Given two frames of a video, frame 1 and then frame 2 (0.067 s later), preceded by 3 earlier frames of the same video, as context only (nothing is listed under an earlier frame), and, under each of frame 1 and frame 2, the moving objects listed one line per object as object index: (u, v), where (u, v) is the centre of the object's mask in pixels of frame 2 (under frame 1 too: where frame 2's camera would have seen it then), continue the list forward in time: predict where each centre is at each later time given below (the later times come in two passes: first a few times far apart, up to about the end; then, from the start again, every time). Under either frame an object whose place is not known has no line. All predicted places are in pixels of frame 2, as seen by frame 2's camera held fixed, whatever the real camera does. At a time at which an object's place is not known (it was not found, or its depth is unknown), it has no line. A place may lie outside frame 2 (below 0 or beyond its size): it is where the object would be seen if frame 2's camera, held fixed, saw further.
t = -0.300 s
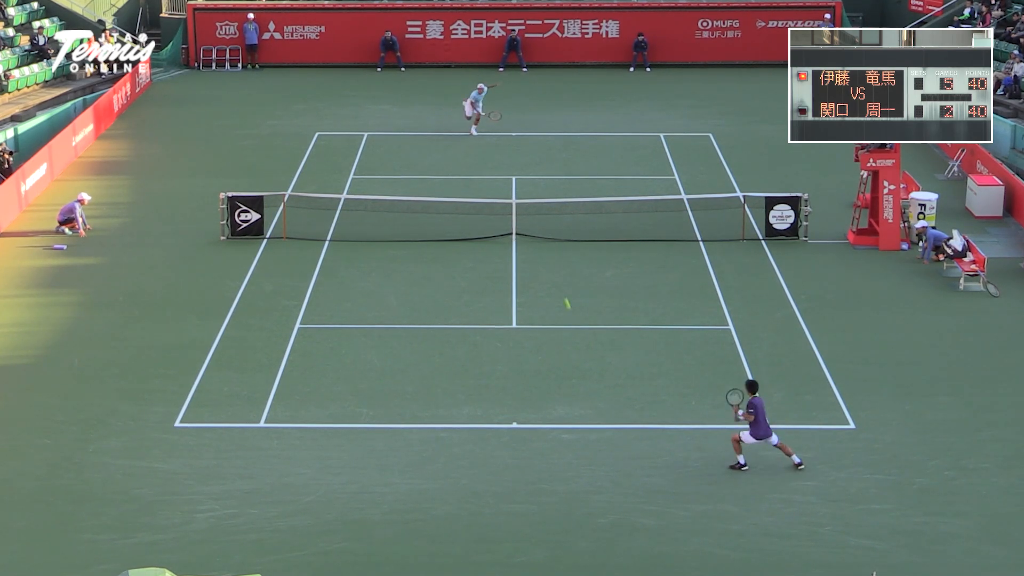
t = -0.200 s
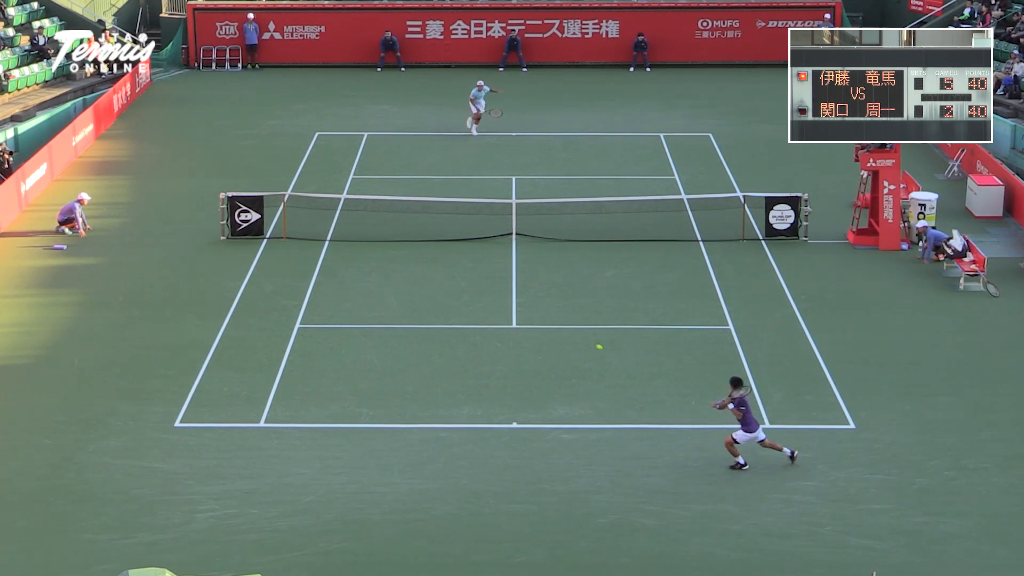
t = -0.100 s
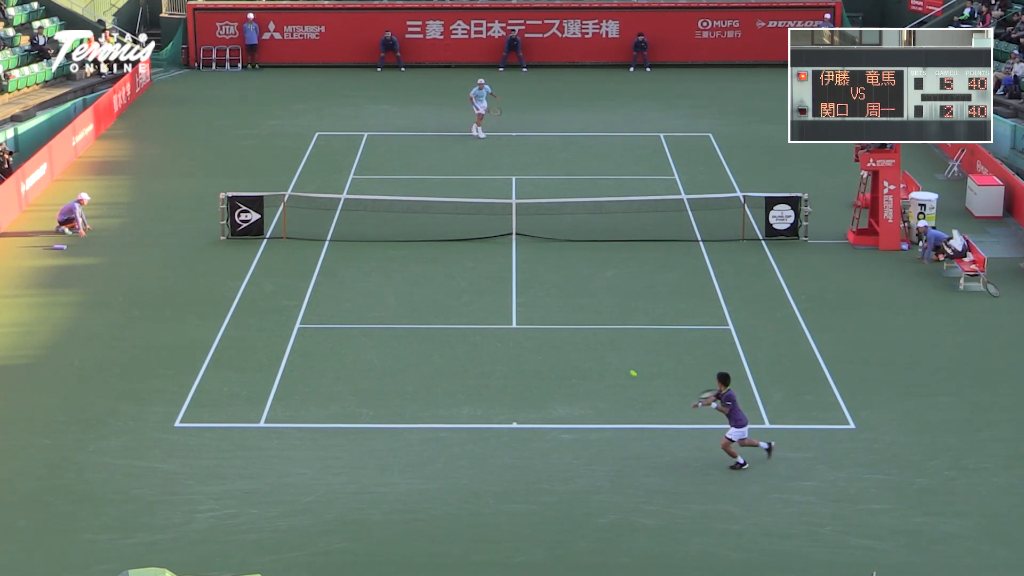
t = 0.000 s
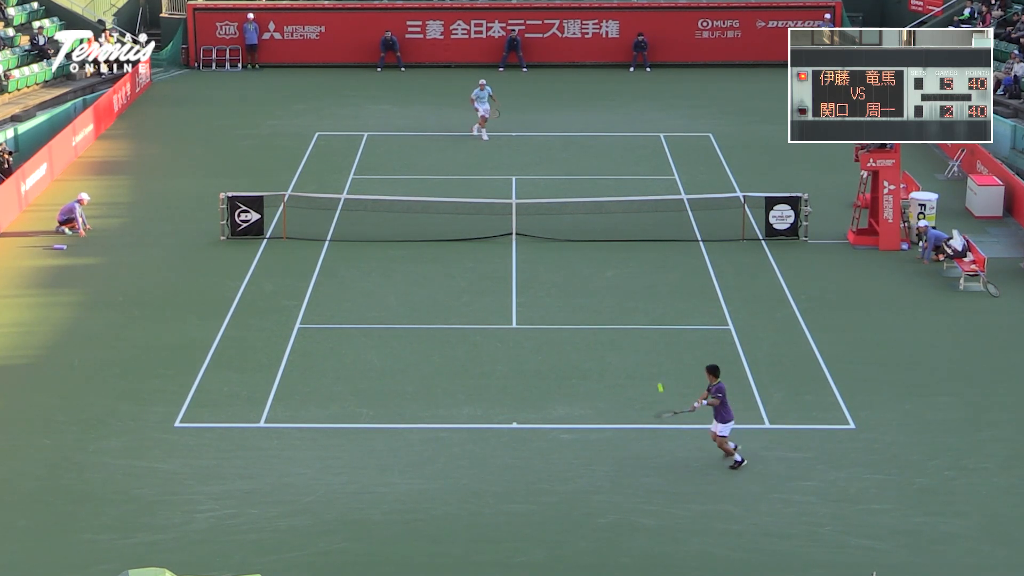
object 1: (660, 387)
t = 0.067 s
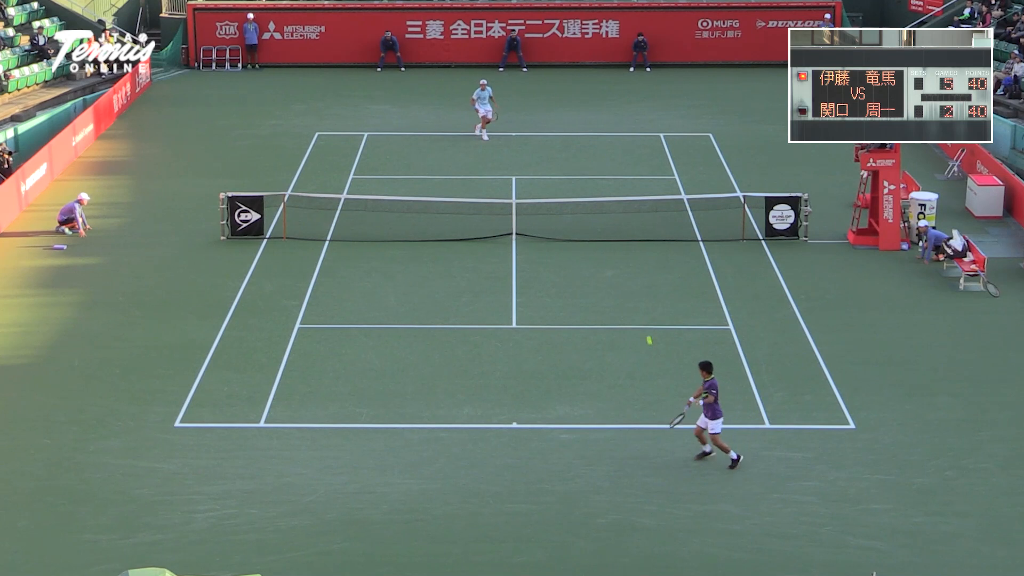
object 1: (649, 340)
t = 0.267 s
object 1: (621, 230)
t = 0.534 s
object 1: (594, 139)
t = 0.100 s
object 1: (644, 319)
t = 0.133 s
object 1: (639, 299)
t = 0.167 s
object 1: (634, 280)
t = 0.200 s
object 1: (630, 262)
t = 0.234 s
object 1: (626, 246)
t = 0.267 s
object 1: (621, 230)
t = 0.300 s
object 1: (617, 216)
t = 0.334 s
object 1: (614, 202)
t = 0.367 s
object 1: (610, 190)
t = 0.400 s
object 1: (607, 178)
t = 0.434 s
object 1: (604, 167)
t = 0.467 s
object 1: (600, 157)
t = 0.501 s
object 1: (597, 148)
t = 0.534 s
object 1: (594, 139)
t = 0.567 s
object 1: (591, 131)
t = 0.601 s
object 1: (589, 124)
